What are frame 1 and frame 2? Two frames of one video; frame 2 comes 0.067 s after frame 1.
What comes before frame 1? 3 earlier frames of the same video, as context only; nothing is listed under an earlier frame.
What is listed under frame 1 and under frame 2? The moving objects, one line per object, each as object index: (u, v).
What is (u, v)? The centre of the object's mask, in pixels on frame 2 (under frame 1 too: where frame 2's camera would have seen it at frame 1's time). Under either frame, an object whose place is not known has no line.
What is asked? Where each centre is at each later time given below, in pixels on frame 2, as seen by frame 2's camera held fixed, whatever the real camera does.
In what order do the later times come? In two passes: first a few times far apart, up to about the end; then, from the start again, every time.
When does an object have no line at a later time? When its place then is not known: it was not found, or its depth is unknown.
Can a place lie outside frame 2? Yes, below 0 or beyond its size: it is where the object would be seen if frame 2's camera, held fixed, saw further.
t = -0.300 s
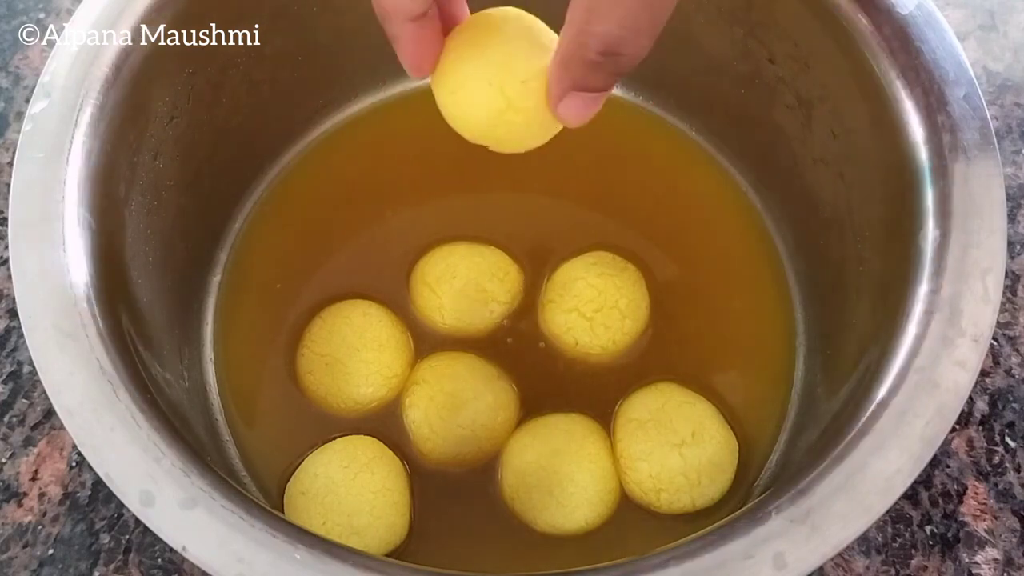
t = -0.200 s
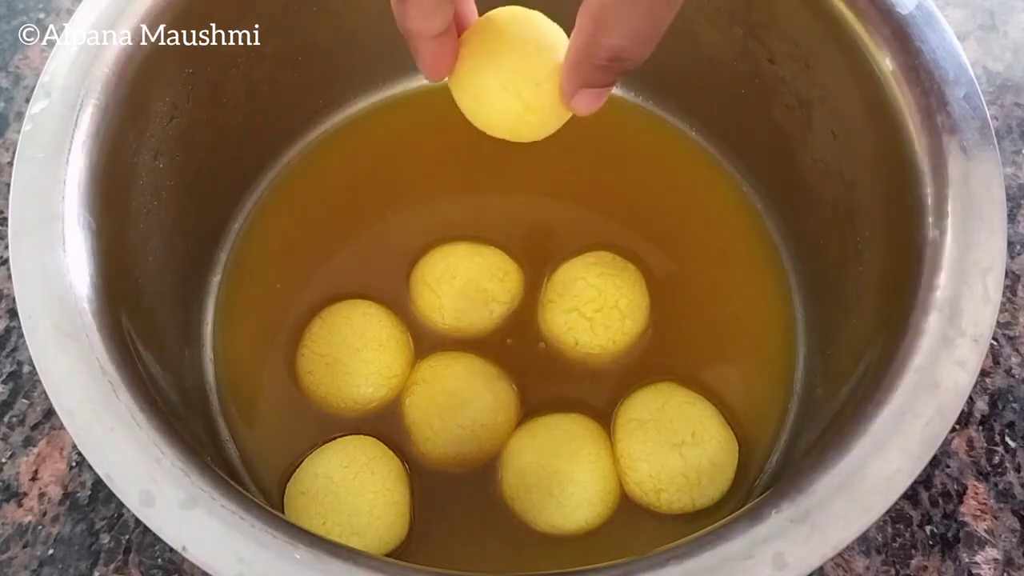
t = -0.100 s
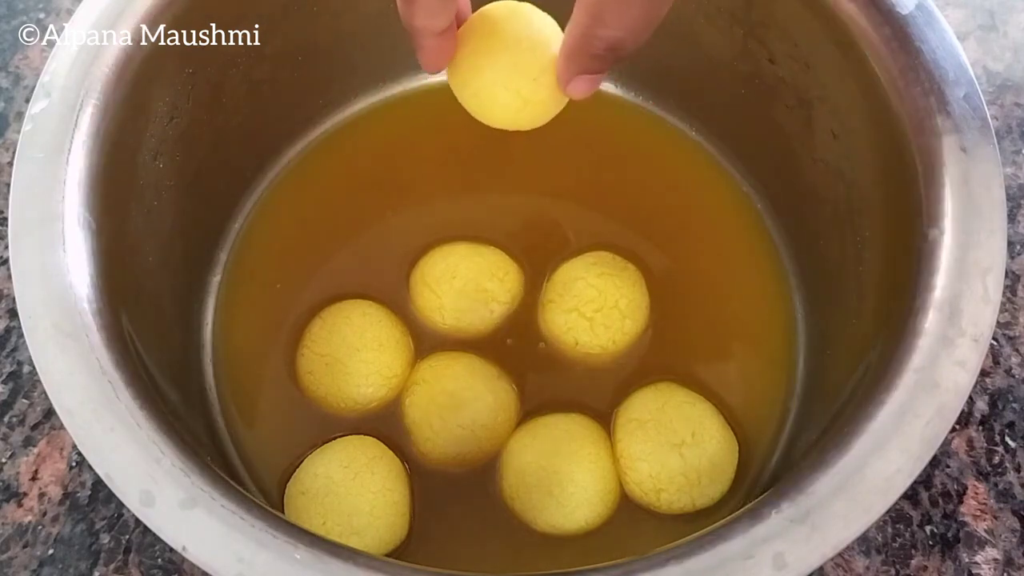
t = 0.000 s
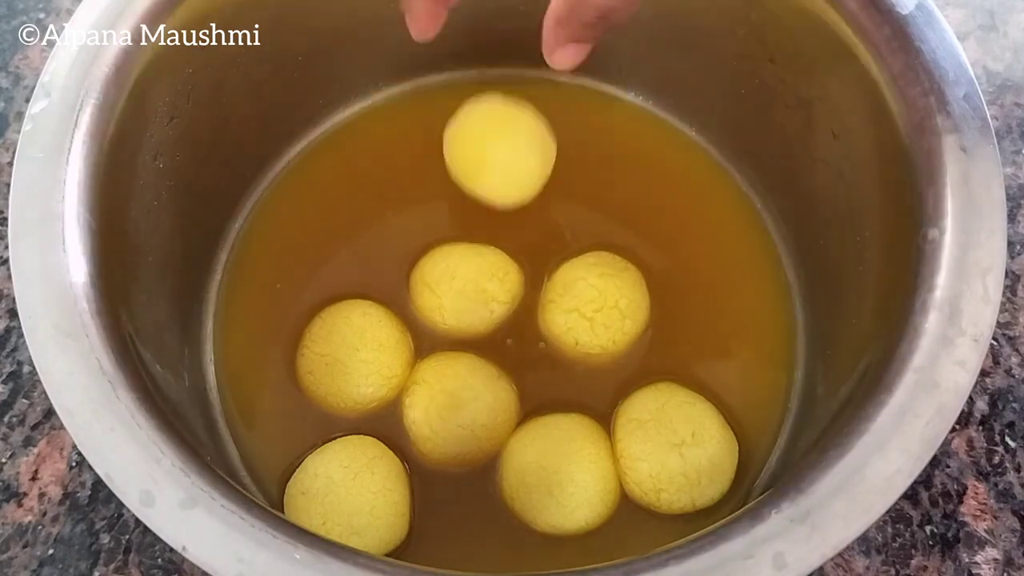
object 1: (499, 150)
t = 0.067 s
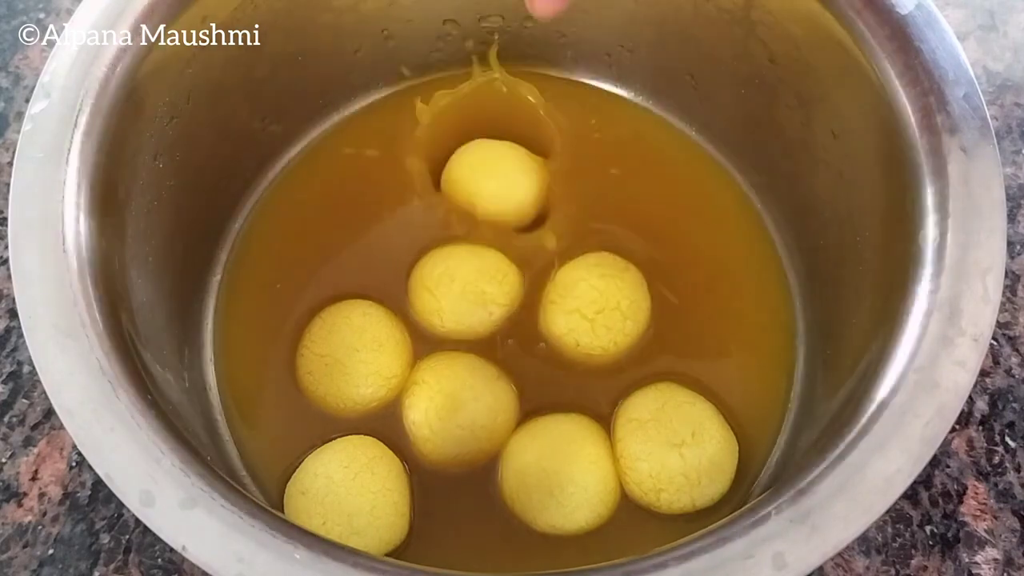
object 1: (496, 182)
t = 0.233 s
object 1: (481, 153)
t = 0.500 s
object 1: (477, 149)
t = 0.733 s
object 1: (479, 160)
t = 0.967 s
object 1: (481, 171)
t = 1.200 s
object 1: (483, 176)
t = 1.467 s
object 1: (485, 182)
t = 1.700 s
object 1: (486, 185)
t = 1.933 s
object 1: (487, 187)
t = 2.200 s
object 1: (488, 189)
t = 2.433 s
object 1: (489, 190)
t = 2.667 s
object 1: (490, 190)
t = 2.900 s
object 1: (491, 191)
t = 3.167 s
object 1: (492, 191)
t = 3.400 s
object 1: (492, 190)
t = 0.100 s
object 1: (494, 176)
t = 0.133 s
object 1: (488, 165)
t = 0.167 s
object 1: (486, 150)
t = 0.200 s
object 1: (484, 154)
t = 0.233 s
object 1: (481, 153)
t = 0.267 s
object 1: (478, 153)
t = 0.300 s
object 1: (477, 152)
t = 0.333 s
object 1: (477, 151)
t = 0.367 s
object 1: (477, 149)
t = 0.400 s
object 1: (477, 148)
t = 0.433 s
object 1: (477, 148)
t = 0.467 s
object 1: (477, 147)
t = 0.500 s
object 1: (477, 149)
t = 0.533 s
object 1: (477, 150)
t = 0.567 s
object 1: (478, 152)
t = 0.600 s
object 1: (478, 153)
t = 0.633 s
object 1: (478, 156)
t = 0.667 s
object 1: (479, 157)
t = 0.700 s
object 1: (479, 159)
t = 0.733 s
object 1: (479, 160)
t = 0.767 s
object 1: (479, 162)
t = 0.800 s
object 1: (480, 163)
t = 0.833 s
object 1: (480, 166)
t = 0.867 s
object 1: (481, 168)
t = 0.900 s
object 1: (481, 169)
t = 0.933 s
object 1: (481, 170)
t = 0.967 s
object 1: (481, 171)
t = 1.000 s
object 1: (481, 172)
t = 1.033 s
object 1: (481, 173)
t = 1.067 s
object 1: (482, 174)
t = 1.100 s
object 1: (482, 174)
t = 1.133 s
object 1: (482, 175)
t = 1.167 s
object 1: (482, 176)
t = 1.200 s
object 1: (483, 176)
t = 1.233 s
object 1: (483, 177)
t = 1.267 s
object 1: (483, 177)
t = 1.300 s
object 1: (483, 178)
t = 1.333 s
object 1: (484, 179)
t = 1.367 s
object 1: (484, 179)
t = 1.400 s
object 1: (484, 180)
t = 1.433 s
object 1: (485, 181)
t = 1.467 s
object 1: (485, 182)
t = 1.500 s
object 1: (485, 183)
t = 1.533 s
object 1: (485, 183)
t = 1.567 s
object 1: (485, 184)
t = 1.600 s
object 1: (486, 184)
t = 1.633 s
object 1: (486, 185)
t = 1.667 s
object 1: (486, 185)
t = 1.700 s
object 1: (486, 185)
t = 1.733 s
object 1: (486, 186)
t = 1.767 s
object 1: (486, 186)
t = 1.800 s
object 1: (486, 186)
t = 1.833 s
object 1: (486, 186)
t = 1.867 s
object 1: (487, 186)
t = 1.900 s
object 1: (487, 187)
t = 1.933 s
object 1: (487, 187)
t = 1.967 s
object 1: (487, 187)
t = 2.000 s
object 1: (487, 188)
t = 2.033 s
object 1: (488, 188)
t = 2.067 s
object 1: (488, 188)
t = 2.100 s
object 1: (488, 188)
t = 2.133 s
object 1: (488, 189)
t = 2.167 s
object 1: (488, 189)
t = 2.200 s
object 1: (488, 189)
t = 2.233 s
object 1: (488, 189)
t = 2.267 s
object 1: (489, 189)
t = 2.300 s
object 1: (489, 189)
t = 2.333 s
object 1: (489, 190)
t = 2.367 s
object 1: (489, 190)
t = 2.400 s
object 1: (489, 190)
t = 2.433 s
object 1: (489, 190)
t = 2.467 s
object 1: (489, 190)
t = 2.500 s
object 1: (490, 190)
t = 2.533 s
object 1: (490, 190)
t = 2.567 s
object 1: (490, 190)
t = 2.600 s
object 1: (490, 190)
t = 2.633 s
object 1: (490, 190)
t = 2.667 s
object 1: (490, 190)
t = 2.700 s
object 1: (490, 191)
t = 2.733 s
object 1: (490, 191)
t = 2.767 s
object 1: (491, 191)
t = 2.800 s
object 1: (491, 191)
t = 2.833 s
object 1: (491, 191)
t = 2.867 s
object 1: (491, 191)
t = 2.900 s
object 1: (491, 191)
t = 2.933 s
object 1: (491, 191)
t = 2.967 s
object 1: (491, 191)
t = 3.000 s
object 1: (491, 191)
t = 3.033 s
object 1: (491, 191)
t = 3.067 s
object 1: (491, 191)
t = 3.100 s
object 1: (491, 191)
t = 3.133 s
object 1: (491, 191)
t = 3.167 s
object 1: (492, 191)
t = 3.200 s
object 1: (492, 191)
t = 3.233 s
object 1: (492, 191)
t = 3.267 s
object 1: (492, 191)
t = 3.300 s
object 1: (492, 191)
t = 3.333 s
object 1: (492, 190)
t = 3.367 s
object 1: (492, 190)
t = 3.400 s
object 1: (492, 190)
